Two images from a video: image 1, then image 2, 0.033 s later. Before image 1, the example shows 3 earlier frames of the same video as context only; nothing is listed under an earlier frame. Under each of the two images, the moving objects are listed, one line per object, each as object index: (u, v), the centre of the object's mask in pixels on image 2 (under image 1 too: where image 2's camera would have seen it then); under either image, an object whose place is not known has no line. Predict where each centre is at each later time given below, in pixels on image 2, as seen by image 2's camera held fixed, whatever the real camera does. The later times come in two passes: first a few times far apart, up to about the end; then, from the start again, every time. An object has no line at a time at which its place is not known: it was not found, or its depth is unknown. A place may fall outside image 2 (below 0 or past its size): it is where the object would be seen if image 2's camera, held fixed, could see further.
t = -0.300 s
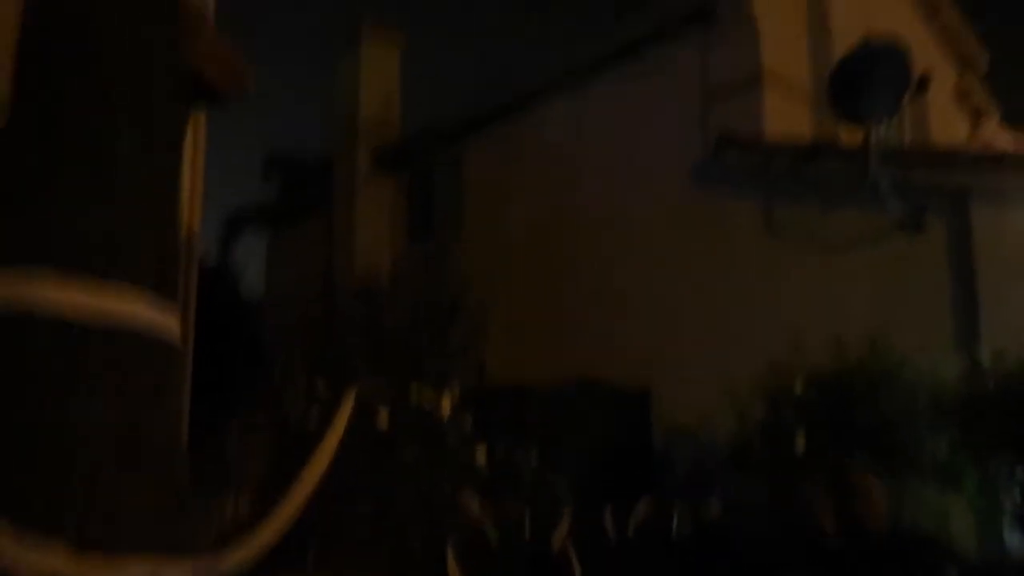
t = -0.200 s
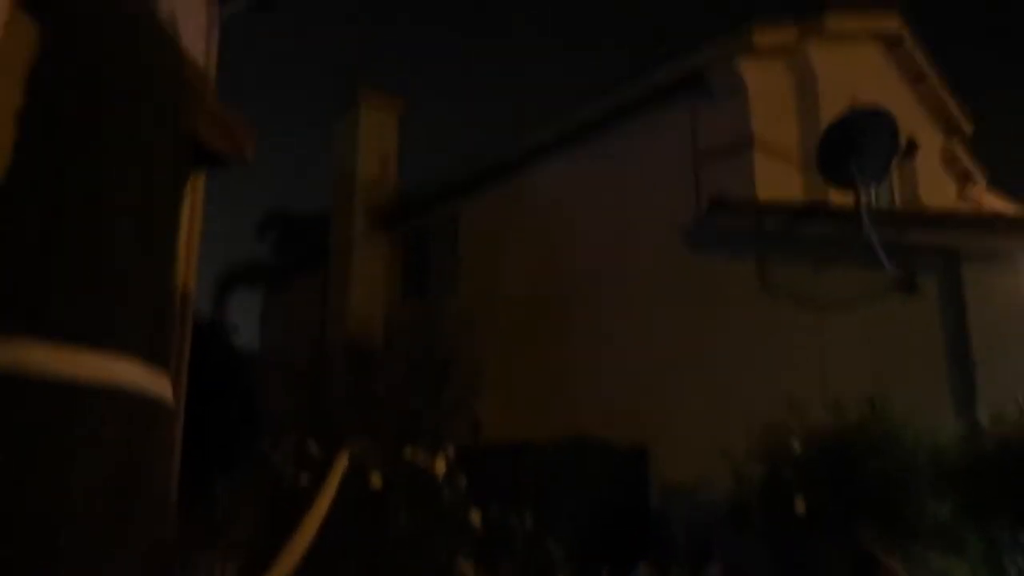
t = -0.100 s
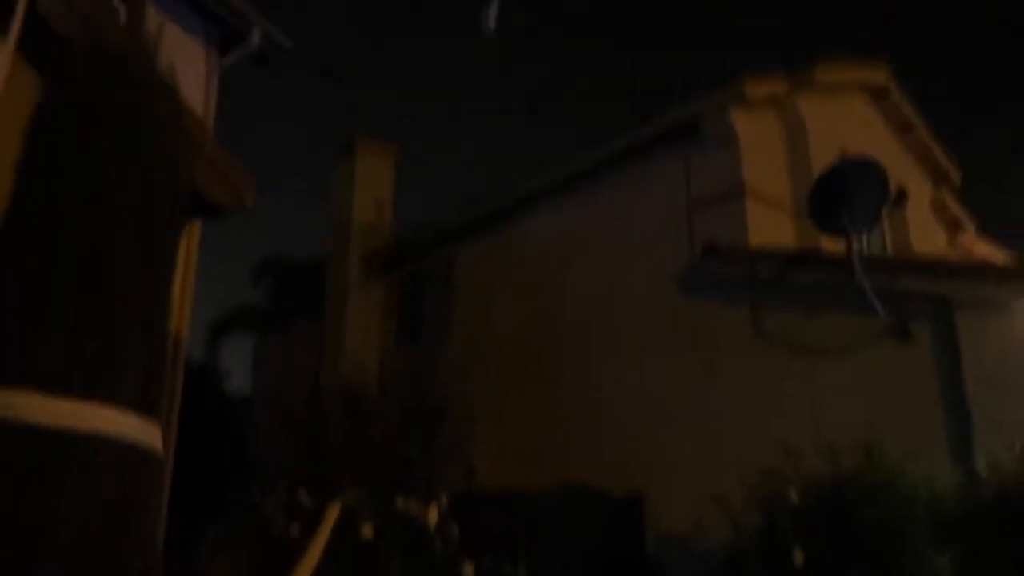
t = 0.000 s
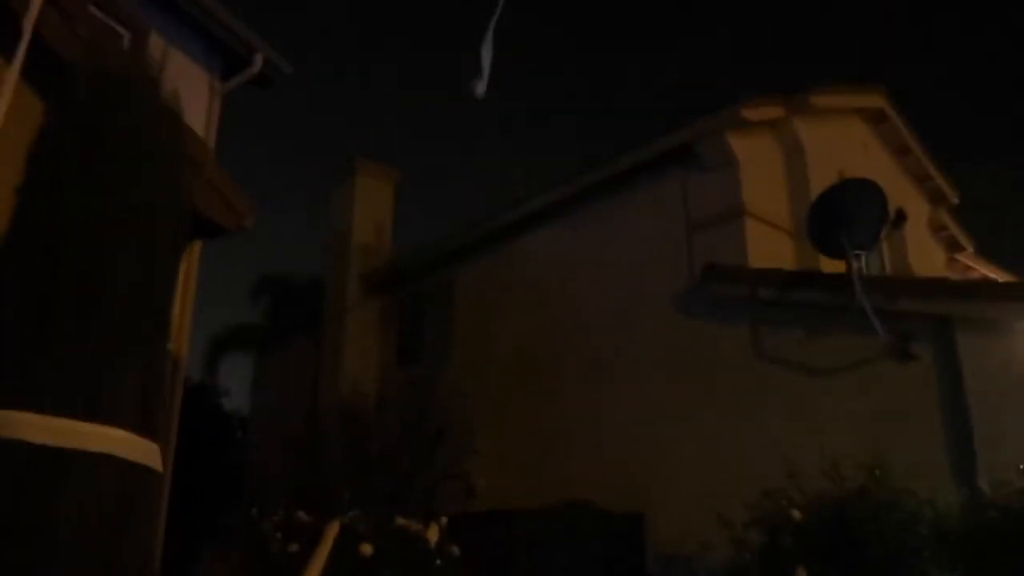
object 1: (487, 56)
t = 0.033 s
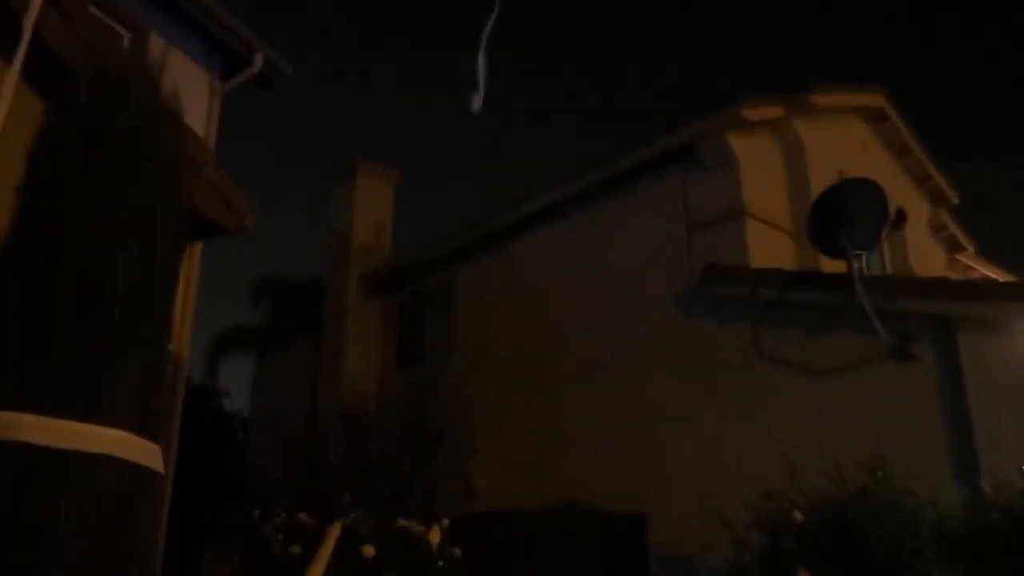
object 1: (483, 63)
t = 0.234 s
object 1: (462, 142)
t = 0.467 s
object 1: (430, 305)
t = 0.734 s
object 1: (403, 465)
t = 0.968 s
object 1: (396, 465)
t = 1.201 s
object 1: (398, 469)
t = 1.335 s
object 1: (400, 472)
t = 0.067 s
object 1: (481, 67)
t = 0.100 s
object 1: (478, 75)
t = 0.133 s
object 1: (477, 79)
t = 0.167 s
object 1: (472, 106)
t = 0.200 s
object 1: (466, 121)
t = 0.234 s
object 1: (462, 142)
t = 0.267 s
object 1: (458, 163)
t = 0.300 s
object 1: (454, 188)
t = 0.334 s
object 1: (449, 216)
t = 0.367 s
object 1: (446, 238)
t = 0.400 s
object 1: (442, 258)
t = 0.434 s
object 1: (436, 283)
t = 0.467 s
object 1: (430, 305)
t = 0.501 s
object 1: (425, 327)
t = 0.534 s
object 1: (422, 356)
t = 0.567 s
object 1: (417, 377)
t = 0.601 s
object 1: (412, 401)
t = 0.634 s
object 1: (409, 427)
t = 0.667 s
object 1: (407, 439)
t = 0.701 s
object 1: (404, 442)
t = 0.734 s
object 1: (403, 465)
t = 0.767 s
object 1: (408, 483)
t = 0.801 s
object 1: (407, 480)
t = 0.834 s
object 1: (406, 471)
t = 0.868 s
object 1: (405, 469)
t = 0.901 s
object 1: (395, 466)
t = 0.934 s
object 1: (395, 465)
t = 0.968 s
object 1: (396, 465)
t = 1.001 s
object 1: (397, 464)
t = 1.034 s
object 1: (400, 462)
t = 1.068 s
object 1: (400, 463)
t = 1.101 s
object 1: (400, 466)
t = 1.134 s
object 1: (398, 467)
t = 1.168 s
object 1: (398, 469)
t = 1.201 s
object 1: (398, 469)
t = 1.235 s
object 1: (398, 469)
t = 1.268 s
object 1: (399, 470)
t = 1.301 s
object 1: (398, 472)
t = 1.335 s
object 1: (400, 472)
